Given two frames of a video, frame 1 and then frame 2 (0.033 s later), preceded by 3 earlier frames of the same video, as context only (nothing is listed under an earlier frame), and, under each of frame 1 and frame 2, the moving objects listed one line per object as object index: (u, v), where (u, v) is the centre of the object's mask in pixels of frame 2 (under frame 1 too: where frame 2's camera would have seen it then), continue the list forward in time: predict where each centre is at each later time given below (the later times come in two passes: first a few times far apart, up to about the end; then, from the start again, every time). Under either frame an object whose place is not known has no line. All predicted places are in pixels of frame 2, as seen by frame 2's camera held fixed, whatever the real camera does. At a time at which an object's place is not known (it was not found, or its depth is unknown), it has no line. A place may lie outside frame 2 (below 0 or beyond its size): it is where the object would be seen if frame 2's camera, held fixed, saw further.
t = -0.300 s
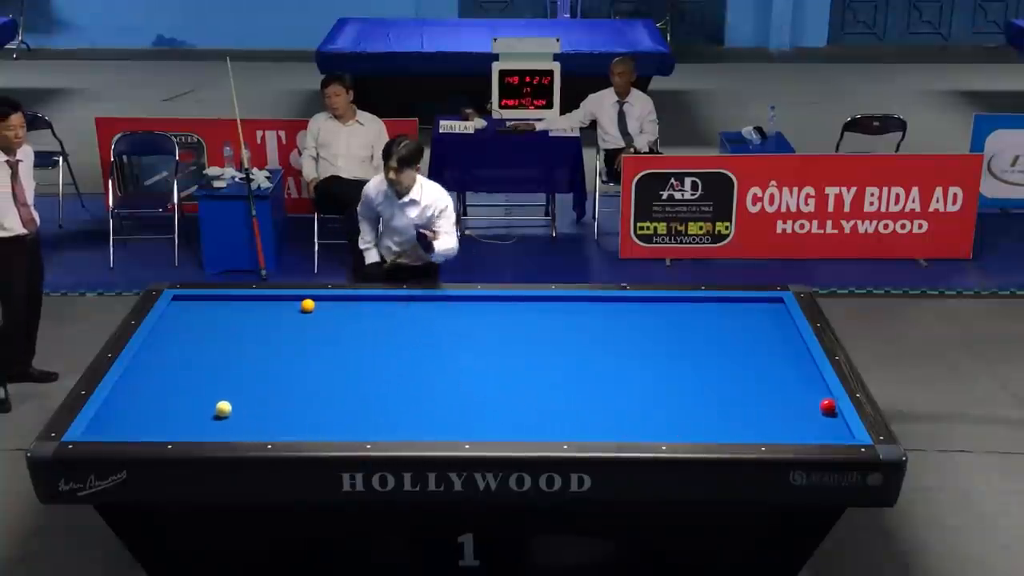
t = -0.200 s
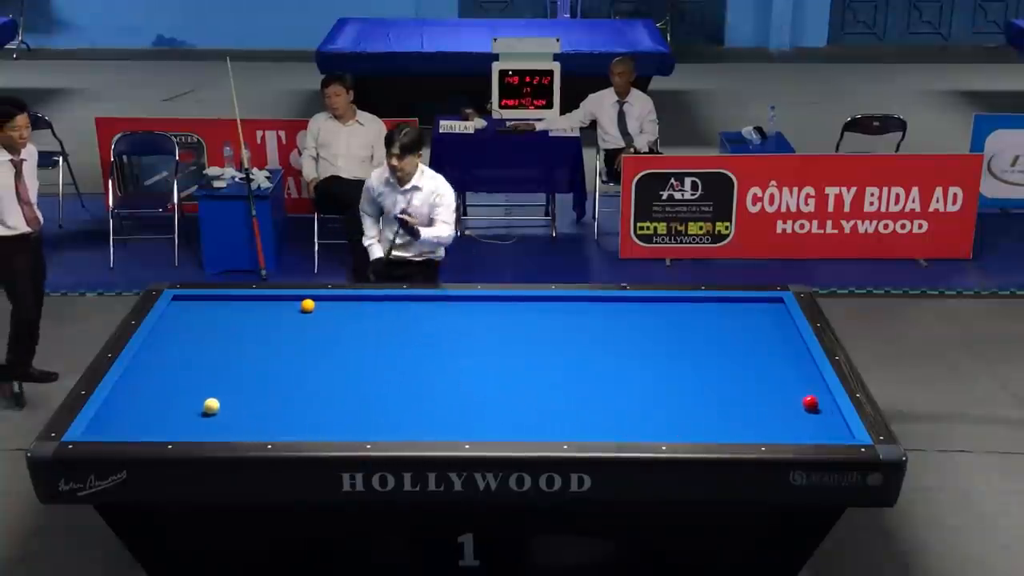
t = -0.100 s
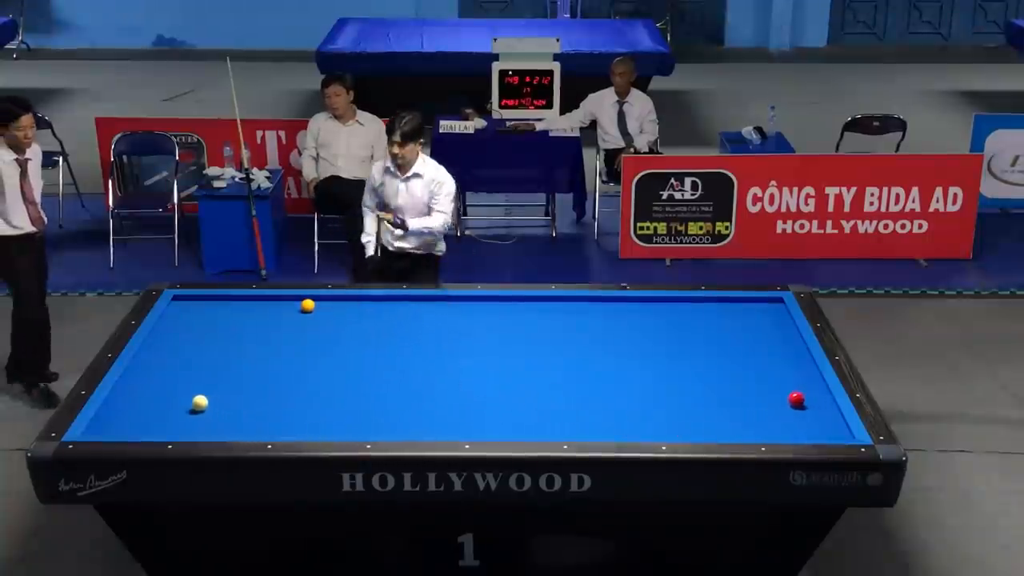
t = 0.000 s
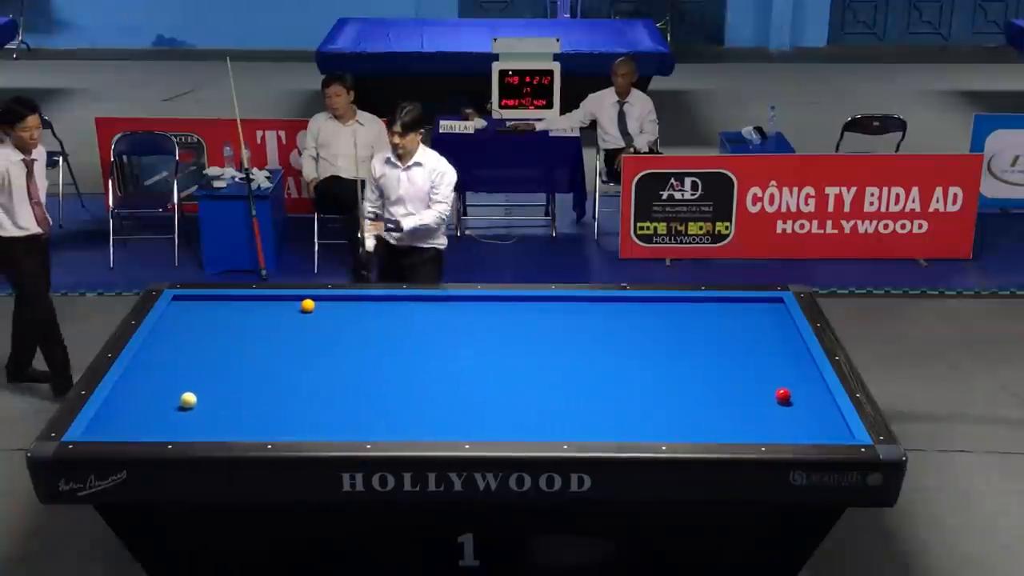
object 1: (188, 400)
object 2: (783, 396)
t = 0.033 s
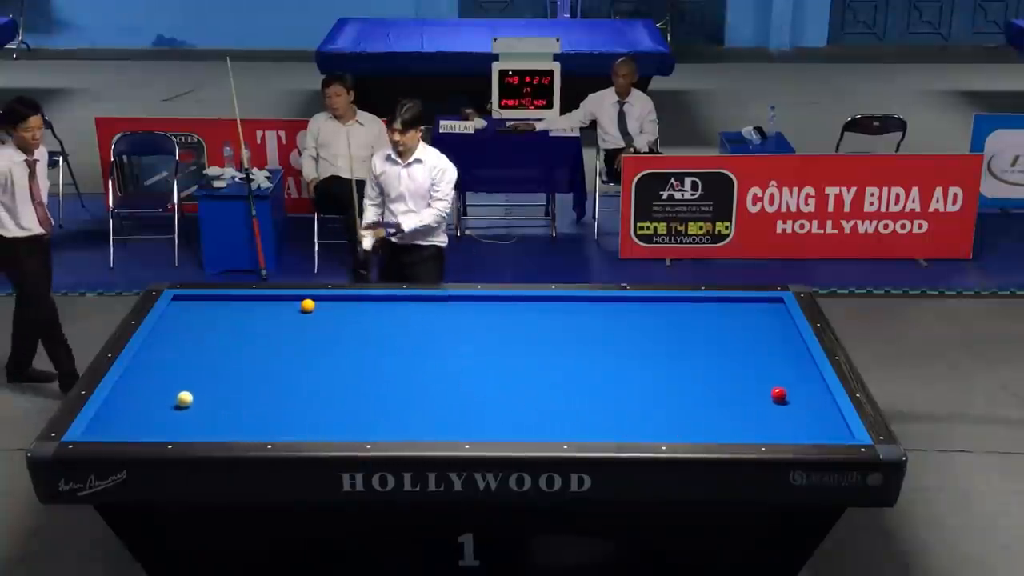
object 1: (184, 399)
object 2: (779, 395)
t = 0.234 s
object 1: (162, 394)
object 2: (753, 388)
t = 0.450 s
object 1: (139, 388)
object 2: (726, 381)
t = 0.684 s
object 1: (129, 381)
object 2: (699, 374)
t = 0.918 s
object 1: (150, 373)
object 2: (673, 367)
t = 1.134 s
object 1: (168, 366)
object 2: (650, 361)
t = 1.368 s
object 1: (186, 359)
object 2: (626, 355)
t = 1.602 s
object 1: (203, 352)
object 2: (604, 349)
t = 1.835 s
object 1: (220, 346)
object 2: (582, 343)
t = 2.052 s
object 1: (234, 340)
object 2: (563, 338)
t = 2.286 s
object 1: (249, 334)
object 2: (543, 332)
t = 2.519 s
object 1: (263, 329)
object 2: (524, 328)
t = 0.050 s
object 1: (182, 399)
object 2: (777, 394)
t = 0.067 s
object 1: (180, 399)
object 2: (774, 394)
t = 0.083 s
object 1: (179, 398)
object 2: (772, 393)
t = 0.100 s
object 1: (177, 398)
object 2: (770, 393)
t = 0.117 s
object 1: (175, 397)
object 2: (768, 392)
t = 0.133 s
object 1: (173, 396)
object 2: (766, 391)
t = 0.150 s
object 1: (171, 396)
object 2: (764, 391)
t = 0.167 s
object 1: (169, 396)
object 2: (761, 390)
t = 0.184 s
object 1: (167, 395)
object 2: (759, 390)
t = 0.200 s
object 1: (166, 395)
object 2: (757, 389)
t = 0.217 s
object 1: (163, 394)
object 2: (755, 389)
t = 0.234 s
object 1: (162, 394)
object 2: (753, 388)
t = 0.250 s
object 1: (160, 393)
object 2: (751, 387)
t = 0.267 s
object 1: (158, 393)
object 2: (749, 387)
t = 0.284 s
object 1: (156, 392)
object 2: (747, 386)
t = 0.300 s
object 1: (155, 392)
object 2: (745, 386)
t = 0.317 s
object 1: (153, 391)
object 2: (743, 385)
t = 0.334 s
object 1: (151, 391)
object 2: (741, 385)
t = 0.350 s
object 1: (149, 390)
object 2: (738, 384)
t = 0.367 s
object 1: (148, 390)
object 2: (737, 384)
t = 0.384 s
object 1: (146, 389)
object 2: (734, 383)
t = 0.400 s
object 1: (144, 389)
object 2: (733, 382)
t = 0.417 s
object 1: (142, 389)
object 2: (730, 382)
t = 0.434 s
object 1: (140, 388)
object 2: (728, 381)
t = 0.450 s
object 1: (139, 388)
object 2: (726, 381)
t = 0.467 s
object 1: (137, 387)
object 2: (724, 380)
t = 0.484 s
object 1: (135, 387)
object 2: (722, 380)
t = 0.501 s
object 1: (133, 386)
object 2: (720, 379)
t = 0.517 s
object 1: (132, 386)
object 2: (718, 379)
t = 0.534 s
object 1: (130, 385)
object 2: (716, 378)
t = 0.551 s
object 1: (129, 385)
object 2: (714, 378)
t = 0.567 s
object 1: (127, 384)
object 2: (713, 377)
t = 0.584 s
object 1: (125, 384)
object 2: (711, 377)
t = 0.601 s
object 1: (124, 383)
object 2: (708, 377)
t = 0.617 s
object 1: (122, 383)
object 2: (707, 376)
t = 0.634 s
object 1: (124, 382)
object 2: (705, 375)
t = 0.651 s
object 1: (126, 382)
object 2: (703, 375)
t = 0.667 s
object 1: (127, 381)
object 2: (701, 375)
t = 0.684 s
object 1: (129, 381)
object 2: (699, 374)
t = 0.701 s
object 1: (131, 380)
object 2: (697, 373)
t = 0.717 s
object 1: (132, 379)
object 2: (695, 373)
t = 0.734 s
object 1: (134, 379)
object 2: (693, 373)
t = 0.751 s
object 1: (135, 378)
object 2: (691, 372)
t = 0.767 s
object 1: (137, 378)
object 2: (690, 372)
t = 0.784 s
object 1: (138, 377)
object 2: (688, 371)
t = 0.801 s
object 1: (140, 377)
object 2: (686, 371)
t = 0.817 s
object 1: (141, 376)
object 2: (684, 370)
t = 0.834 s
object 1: (143, 376)
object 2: (682, 370)
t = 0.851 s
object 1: (144, 375)
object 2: (680, 369)
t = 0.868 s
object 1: (145, 375)
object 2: (678, 369)
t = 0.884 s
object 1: (147, 374)
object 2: (677, 368)
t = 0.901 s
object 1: (148, 373)
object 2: (675, 367)
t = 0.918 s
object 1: (150, 373)
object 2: (673, 367)
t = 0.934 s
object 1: (151, 372)
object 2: (671, 367)
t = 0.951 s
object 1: (152, 372)
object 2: (669, 366)
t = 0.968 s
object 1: (154, 371)
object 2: (668, 366)
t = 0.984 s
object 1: (155, 371)
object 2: (666, 365)
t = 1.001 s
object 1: (157, 370)
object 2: (664, 365)
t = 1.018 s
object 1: (158, 370)
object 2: (662, 365)
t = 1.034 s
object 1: (159, 369)
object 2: (660, 364)
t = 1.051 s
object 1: (161, 369)
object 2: (659, 363)
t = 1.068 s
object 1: (162, 368)
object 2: (657, 363)
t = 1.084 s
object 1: (163, 368)
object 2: (655, 363)
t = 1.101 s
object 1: (165, 367)
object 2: (653, 362)
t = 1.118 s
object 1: (166, 367)
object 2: (652, 362)
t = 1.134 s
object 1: (168, 366)
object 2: (650, 361)
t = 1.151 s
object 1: (169, 365)
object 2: (648, 361)
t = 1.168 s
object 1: (170, 365)
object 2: (646, 360)
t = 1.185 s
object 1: (172, 365)
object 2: (645, 360)
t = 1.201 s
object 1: (173, 364)
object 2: (643, 360)
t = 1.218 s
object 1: (174, 363)
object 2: (641, 359)
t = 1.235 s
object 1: (175, 363)
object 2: (640, 358)
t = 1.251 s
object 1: (177, 363)
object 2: (638, 358)
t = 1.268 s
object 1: (178, 362)
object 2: (636, 357)
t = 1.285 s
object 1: (179, 361)
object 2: (635, 357)
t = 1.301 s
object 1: (181, 361)
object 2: (633, 357)
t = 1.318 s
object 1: (182, 360)
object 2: (631, 356)
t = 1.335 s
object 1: (183, 360)
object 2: (629, 356)
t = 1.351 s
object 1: (184, 360)
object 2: (628, 355)
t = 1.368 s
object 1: (186, 359)
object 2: (626, 355)
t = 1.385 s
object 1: (187, 359)
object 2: (625, 354)
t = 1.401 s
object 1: (188, 358)
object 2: (623, 354)
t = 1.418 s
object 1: (190, 358)
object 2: (622, 354)
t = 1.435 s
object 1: (191, 357)
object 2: (620, 353)
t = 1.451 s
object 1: (192, 356)
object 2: (618, 353)
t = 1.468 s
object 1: (193, 356)
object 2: (617, 352)
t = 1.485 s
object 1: (194, 355)
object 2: (615, 352)
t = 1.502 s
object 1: (196, 355)
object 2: (614, 351)
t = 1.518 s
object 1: (197, 355)
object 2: (612, 351)
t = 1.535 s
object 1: (198, 354)
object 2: (610, 351)
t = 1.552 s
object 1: (200, 354)
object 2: (608, 350)
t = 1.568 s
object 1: (201, 353)
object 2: (607, 350)
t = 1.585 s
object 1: (202, 353)
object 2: (605, 349)
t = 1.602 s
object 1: (203, 352)
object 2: (604, 349)
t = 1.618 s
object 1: (204, 352)
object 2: (602, 348)
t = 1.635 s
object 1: (205, 351)
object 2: (600, 348)
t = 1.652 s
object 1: (207, 351)
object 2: (599, 347)
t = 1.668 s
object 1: (208, 350)
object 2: (598, 347)
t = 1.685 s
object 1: (209, 350)
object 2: (596, 347)
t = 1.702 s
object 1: (210, 349)
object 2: (594, 346)
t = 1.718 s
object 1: (211, 349)
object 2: (593, 346)
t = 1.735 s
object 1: (213, 349)
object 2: (591, 345)
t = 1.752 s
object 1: (214, 348)
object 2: (590, 345)
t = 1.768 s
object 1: (215, 348)
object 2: (588, 345)
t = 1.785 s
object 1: (216, 347)
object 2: (587, 344)
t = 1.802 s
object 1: (217, 347)
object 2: (585, 344)
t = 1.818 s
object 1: (218, 346)
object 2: (584, 343)
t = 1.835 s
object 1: (220, 346)
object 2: (582, 343)
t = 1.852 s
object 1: (221, 345)
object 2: (581, 342)
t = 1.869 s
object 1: (222, 345)
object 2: (579, 342)
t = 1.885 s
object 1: (223, 344)
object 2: (578, 342)
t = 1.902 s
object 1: (224, 344)
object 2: (576, 341)
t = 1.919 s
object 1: (225, 344)
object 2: (575, 341)
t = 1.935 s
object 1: (226, 343)
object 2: (573, 340)
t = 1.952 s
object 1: (227, 343)
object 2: (572, 340)
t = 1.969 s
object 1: (229, 342)
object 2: (570, 340)
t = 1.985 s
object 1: (230, 342)
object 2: (569, 339)
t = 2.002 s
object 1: (231, 341)
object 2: (567, 339)
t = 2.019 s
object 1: (232, 341)
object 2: (566, 339)
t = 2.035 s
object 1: (233, 340)
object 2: (565, 338)
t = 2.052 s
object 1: (234, 340)
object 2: (563, 338)
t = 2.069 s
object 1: (236, 340)
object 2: (562, 337)
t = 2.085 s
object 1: (237, 339)
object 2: (560, 337)
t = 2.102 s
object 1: (237, 339)
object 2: (559, 337)
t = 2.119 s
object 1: (239, 338)
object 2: (557, 336)
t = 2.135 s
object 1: (240, 338)
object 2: (556, 336)
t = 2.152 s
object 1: (241, 338)
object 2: (554, 336)
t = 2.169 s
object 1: (241, 337)
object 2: (553, 335)
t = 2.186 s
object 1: (243, 337)
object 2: (552, 335)
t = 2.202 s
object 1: (244, 336)
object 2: (550, 334)
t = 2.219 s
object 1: (245, 336)
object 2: (549, 334)
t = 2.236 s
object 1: (246, 336)
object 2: (547, 334)
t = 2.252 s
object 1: (247, 335)
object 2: (546, 333)
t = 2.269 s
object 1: (248, 335)
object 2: (544, 333)
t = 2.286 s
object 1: (249, 334)
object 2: (543, 332)
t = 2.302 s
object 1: (250, 334)
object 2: (542, 332)
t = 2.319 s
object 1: (251, 334)
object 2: (540, 332)
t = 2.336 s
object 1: (252, 333)
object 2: (539, 331)
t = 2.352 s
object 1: (253, 333)
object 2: (538, 331)
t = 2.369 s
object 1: (254, 332)
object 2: (536, 331)
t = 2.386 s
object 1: (255, 332)
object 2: (535, 330)
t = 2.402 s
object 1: (256, 332)
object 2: (534, 330)
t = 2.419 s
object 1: (257, 331)
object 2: (532, 329)
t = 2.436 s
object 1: (258, 331)
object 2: (531, 329)
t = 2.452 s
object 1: (259, 330)
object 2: (530, 329)
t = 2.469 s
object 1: (260, 330)
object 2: (528, 329)
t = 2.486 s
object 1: (261, 330)
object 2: (527, 328)
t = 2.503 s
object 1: (262, 329)
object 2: (526, 328)
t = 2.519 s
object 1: (263, 329)
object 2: (524, 328)
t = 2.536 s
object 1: (264, 328)
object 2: (523, 327)
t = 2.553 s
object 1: (265, 328)
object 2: (522, 327)
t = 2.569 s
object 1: (266, 328)
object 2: (520, 327)
